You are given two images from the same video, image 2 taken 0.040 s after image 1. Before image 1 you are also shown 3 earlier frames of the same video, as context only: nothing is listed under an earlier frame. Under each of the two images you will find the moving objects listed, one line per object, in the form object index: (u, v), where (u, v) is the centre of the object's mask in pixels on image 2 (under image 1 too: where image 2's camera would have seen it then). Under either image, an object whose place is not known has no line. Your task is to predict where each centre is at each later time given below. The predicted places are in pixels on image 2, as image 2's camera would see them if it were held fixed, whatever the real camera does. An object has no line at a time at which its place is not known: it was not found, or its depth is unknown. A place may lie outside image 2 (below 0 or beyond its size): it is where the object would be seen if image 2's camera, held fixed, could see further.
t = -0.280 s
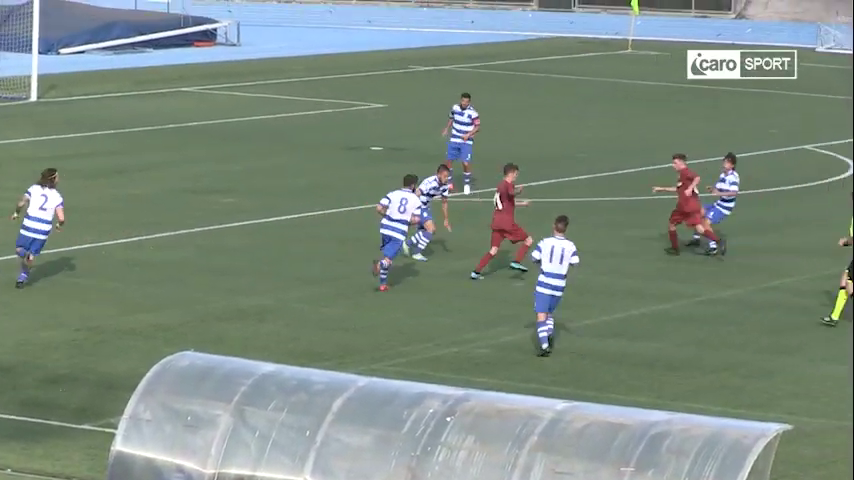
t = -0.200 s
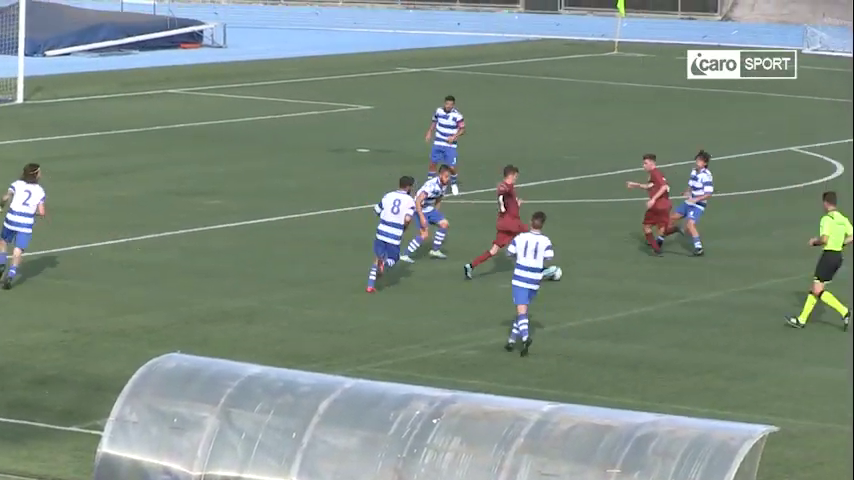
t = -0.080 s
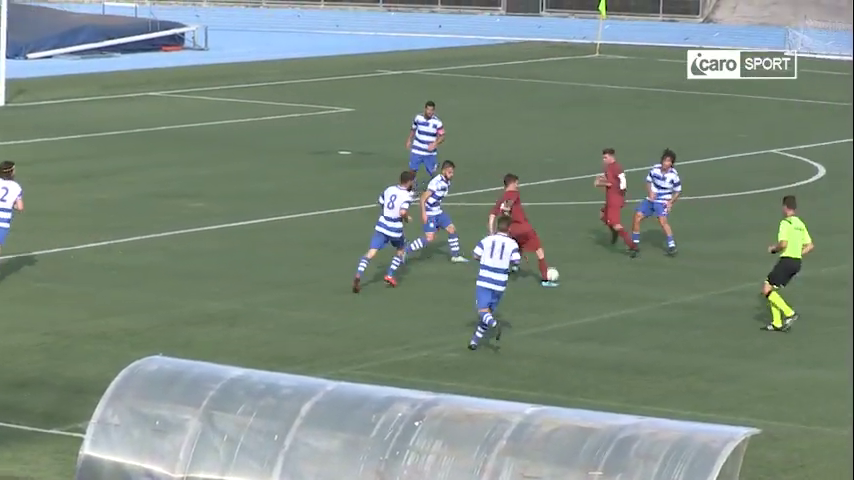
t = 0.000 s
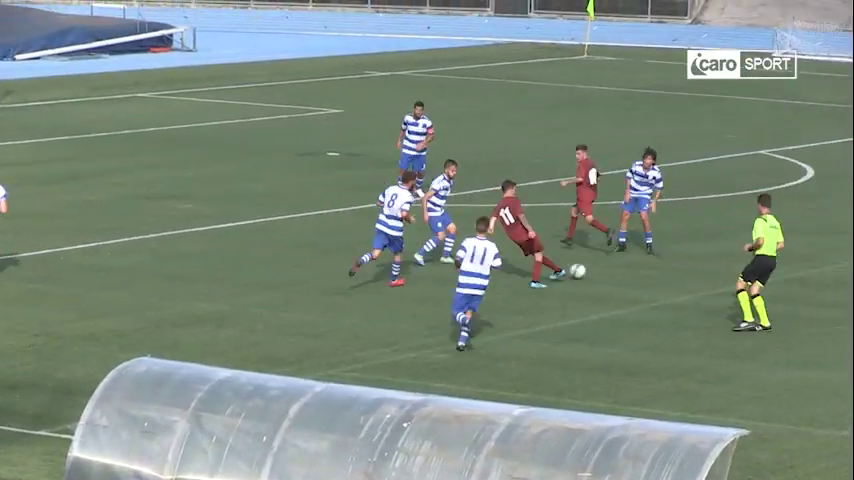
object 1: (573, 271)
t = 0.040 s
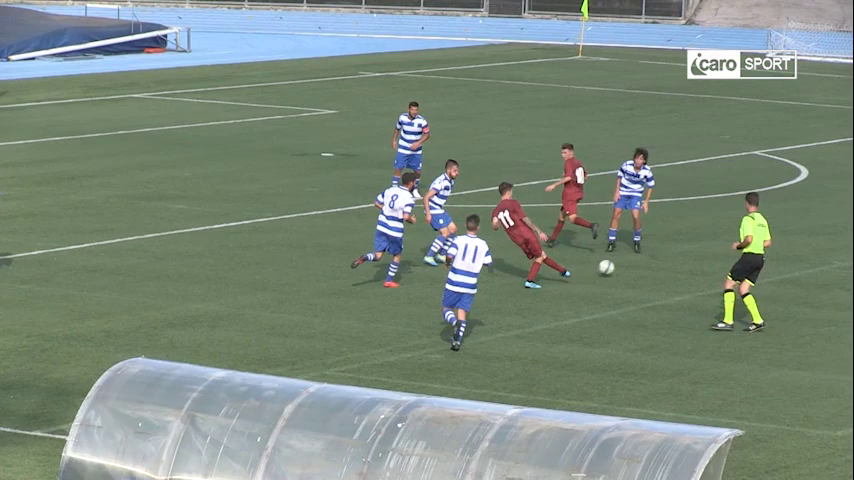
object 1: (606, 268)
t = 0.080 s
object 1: (639, 264)
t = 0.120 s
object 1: (670, 262)
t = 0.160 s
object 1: (701, 261)
